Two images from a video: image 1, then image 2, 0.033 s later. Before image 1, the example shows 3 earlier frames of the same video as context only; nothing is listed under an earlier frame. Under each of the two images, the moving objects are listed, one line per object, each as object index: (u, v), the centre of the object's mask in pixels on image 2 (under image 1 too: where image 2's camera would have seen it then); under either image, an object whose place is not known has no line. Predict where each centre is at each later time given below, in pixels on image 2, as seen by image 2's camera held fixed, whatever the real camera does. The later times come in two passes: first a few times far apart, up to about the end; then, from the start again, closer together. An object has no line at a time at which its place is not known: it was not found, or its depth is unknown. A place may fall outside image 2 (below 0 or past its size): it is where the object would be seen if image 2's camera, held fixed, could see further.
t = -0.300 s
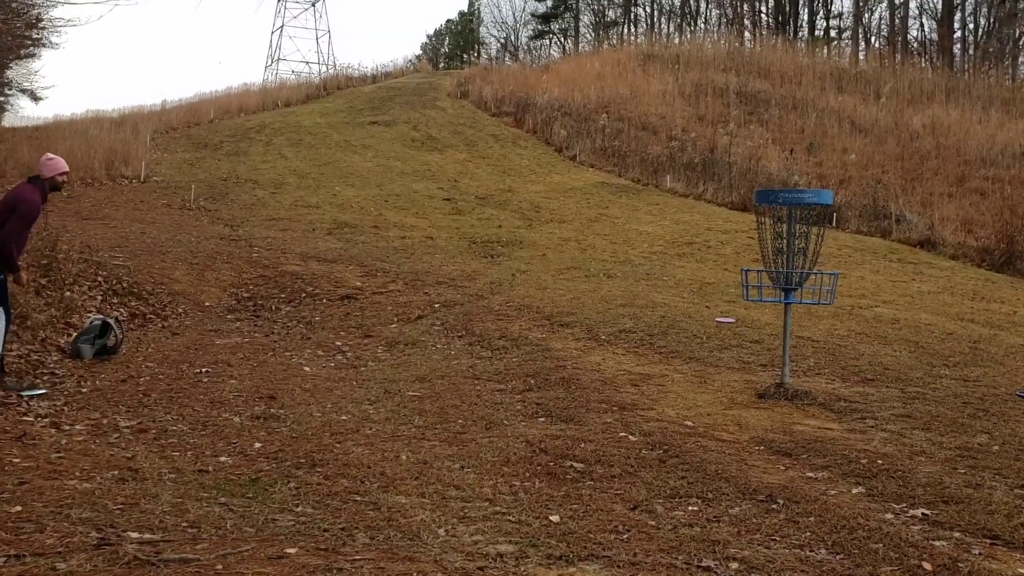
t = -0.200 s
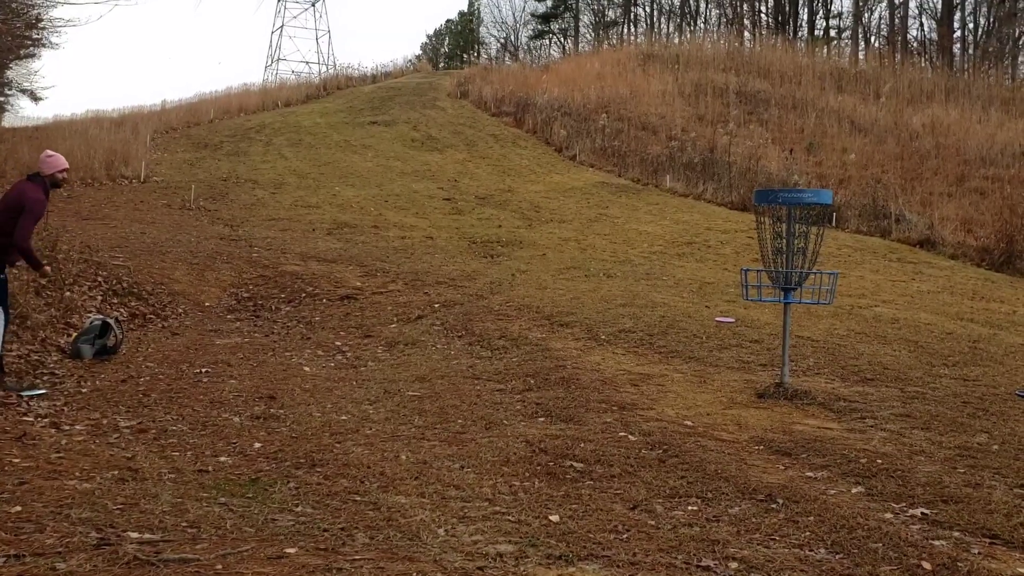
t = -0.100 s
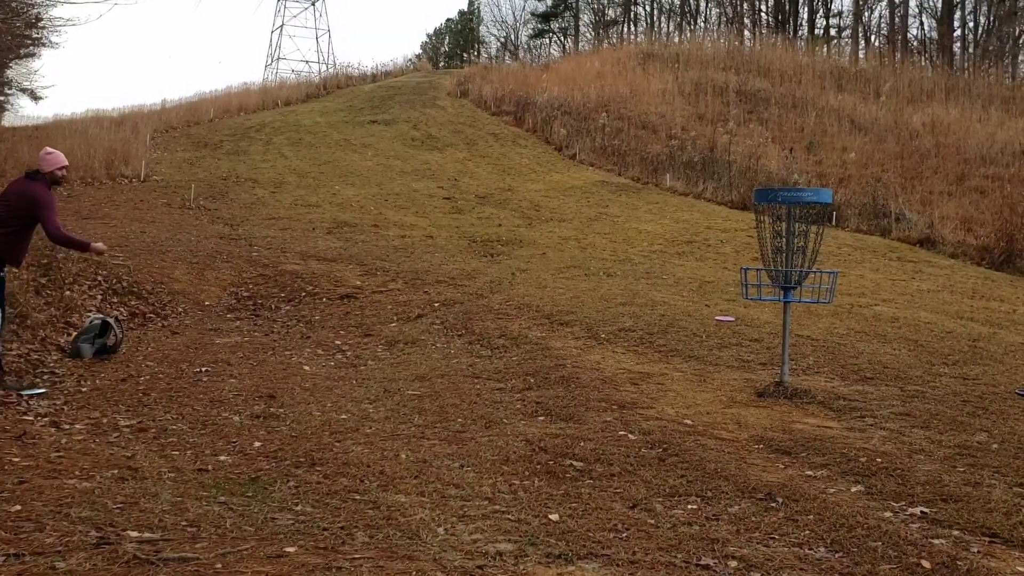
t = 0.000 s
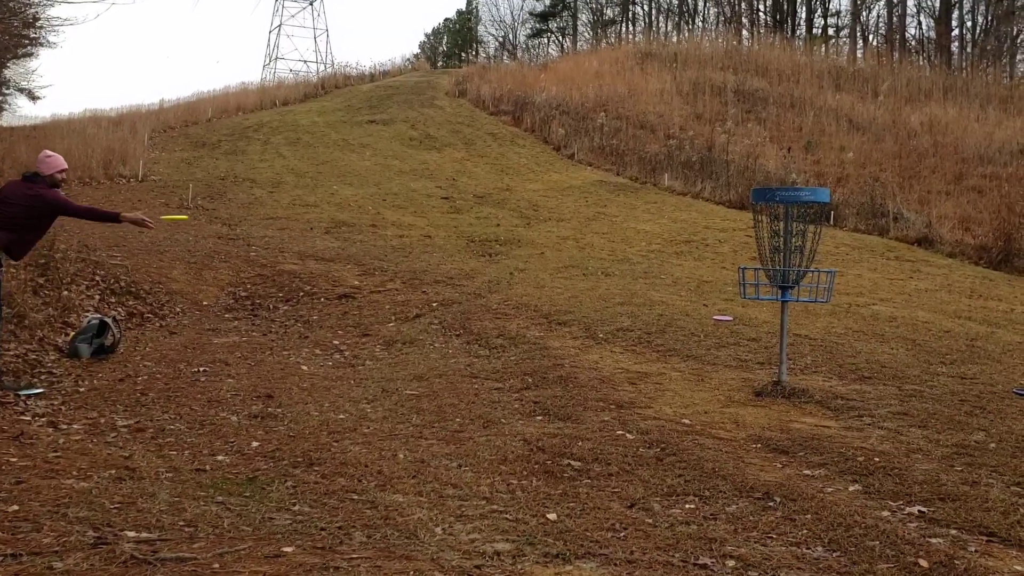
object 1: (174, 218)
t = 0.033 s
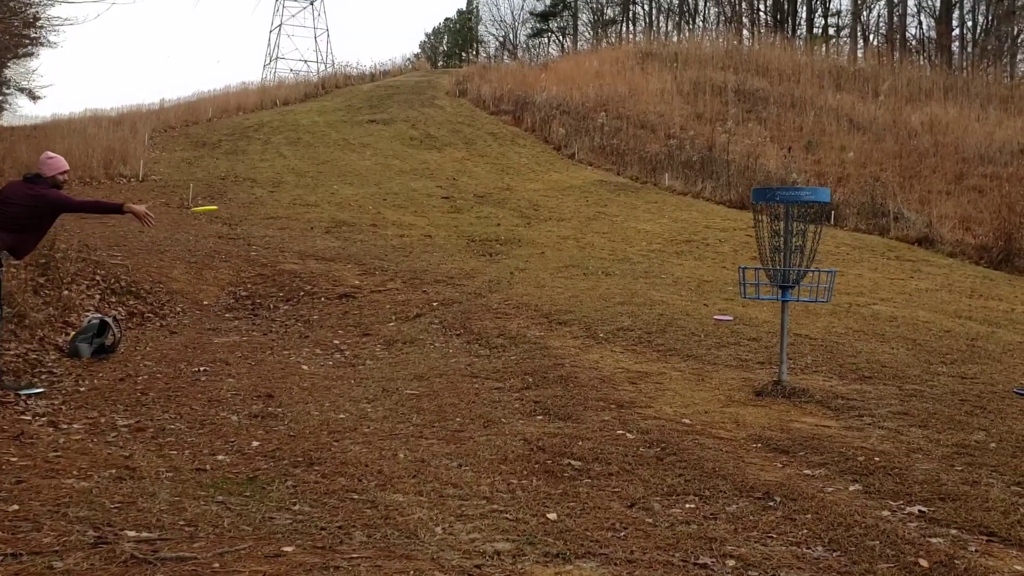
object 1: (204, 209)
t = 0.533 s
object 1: (646, 218)
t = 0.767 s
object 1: (787, 256)
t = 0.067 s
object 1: (234, 202)
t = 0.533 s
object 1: (646, 218)
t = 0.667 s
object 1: (758, 245)
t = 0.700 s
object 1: (768, 248)
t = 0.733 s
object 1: (773, 250)
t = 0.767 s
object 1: (787, 256)
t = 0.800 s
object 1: (799, 262)
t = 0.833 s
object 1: (800, 260)
